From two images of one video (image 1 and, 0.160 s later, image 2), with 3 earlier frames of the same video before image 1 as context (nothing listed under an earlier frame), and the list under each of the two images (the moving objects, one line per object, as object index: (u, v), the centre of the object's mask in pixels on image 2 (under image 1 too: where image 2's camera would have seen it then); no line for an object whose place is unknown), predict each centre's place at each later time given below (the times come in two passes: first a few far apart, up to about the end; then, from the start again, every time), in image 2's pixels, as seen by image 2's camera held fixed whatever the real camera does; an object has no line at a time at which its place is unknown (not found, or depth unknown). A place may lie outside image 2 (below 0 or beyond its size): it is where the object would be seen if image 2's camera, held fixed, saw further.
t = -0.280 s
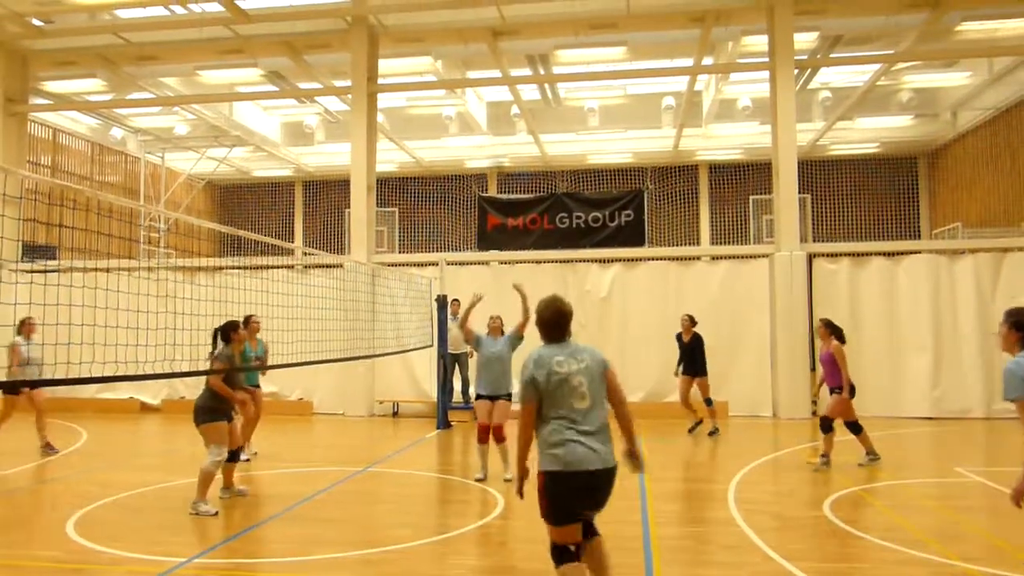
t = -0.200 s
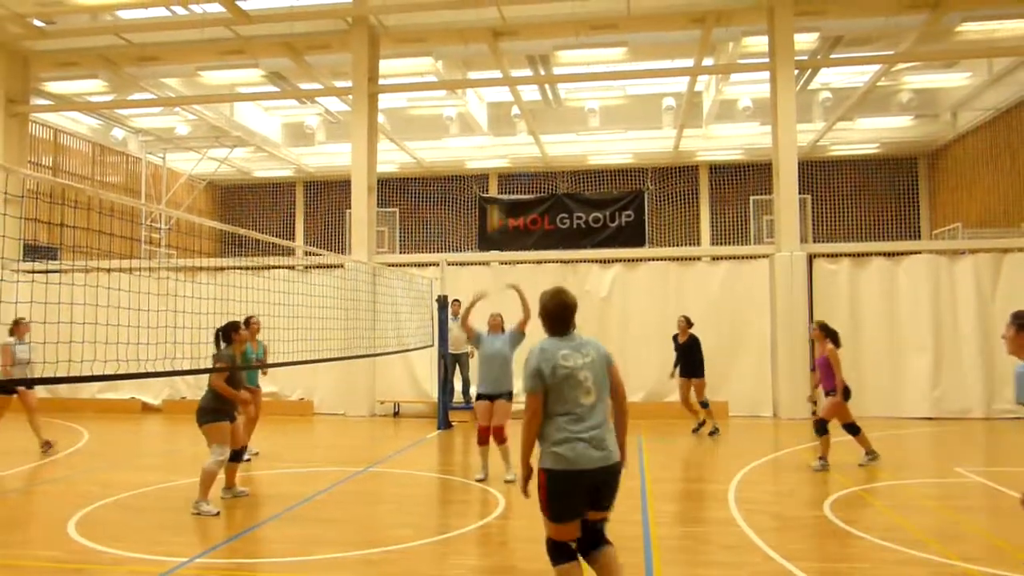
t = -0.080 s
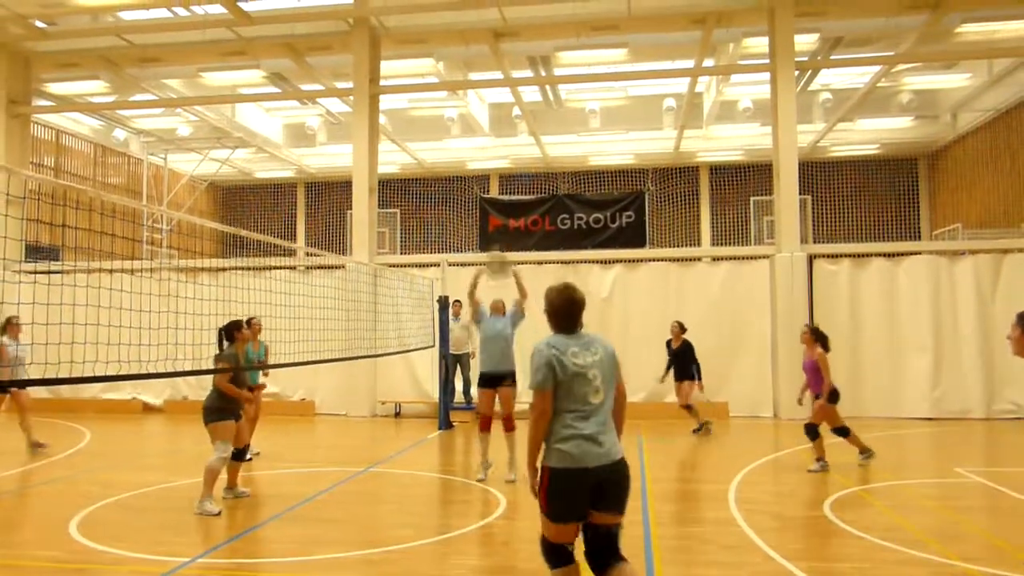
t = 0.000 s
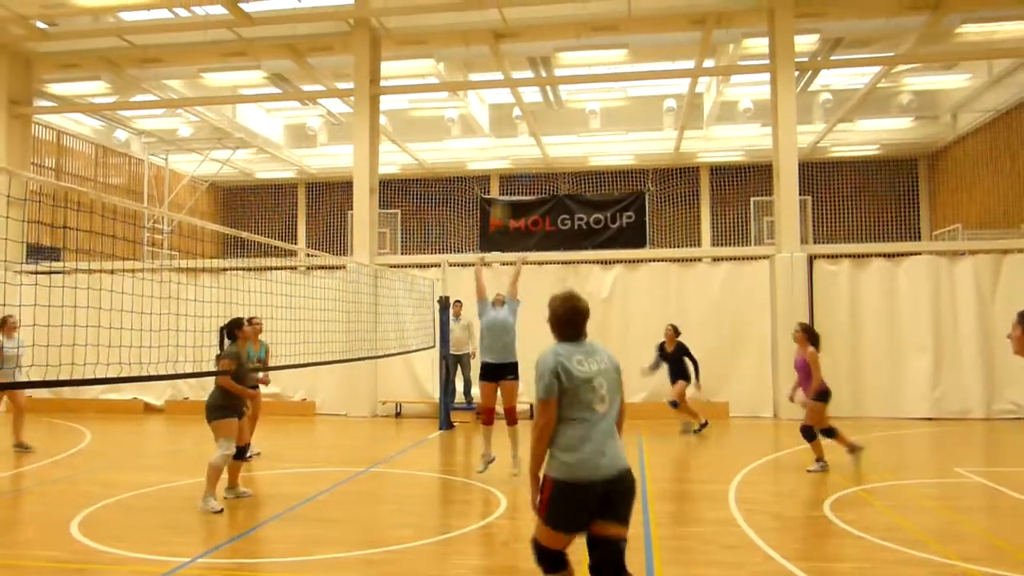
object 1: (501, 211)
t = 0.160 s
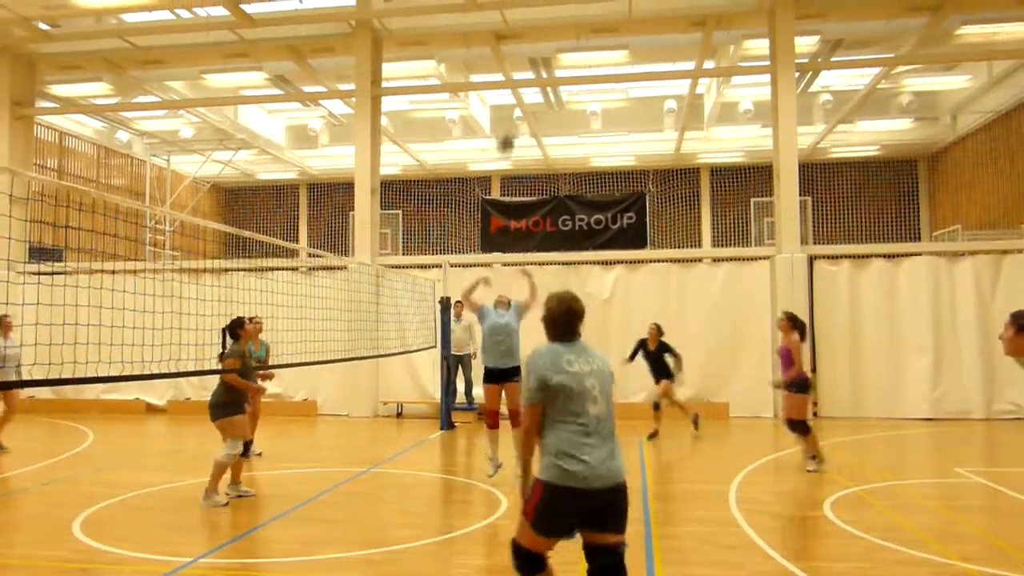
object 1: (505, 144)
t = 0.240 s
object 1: (509, 118)
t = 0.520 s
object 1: (512, 75)
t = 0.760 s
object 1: (516, 80)
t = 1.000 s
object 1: (519, 97)
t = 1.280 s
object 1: (523, 127)
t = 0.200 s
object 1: (507, 130)
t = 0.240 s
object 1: (509, 118)
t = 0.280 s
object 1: (508, 107)
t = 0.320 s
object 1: (509, 98)
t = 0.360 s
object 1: (510, 90)
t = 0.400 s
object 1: (511, 84)
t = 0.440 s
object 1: (511, 79)
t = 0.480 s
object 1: (512, 76)
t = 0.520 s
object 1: (512, 75)
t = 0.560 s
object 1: (513, 75)
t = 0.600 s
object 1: (514, 75)
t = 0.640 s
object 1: (514, 75)
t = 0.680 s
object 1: (515, 77)
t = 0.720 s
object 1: (516, 78)
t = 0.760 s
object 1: (516, 80)
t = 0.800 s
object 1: (516, 81)
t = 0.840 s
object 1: (516, 84)
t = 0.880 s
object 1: (516, 87)
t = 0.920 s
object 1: (517, 89)
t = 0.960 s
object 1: (519, 93)
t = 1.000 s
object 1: (519, 97)
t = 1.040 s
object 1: (520, 100)
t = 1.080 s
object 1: (520, 103)
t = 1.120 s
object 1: (521, 108)
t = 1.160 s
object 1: (521, 114)
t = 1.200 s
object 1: (522, 118)
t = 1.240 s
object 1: (522, 120)
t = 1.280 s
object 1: (523, 127)
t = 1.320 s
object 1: (524, 131)
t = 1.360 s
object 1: (524, 136)
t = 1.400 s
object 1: (525, 143)
